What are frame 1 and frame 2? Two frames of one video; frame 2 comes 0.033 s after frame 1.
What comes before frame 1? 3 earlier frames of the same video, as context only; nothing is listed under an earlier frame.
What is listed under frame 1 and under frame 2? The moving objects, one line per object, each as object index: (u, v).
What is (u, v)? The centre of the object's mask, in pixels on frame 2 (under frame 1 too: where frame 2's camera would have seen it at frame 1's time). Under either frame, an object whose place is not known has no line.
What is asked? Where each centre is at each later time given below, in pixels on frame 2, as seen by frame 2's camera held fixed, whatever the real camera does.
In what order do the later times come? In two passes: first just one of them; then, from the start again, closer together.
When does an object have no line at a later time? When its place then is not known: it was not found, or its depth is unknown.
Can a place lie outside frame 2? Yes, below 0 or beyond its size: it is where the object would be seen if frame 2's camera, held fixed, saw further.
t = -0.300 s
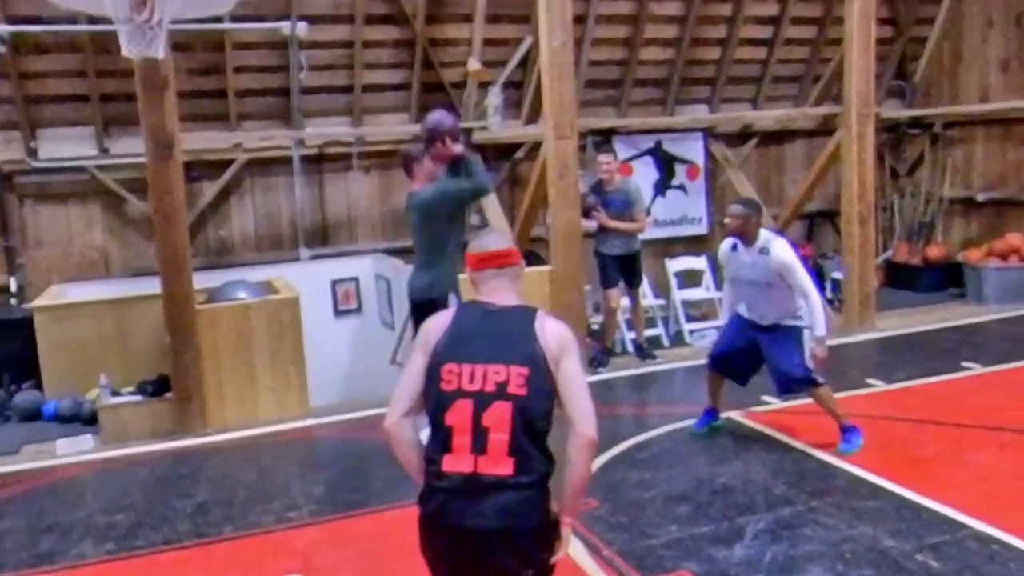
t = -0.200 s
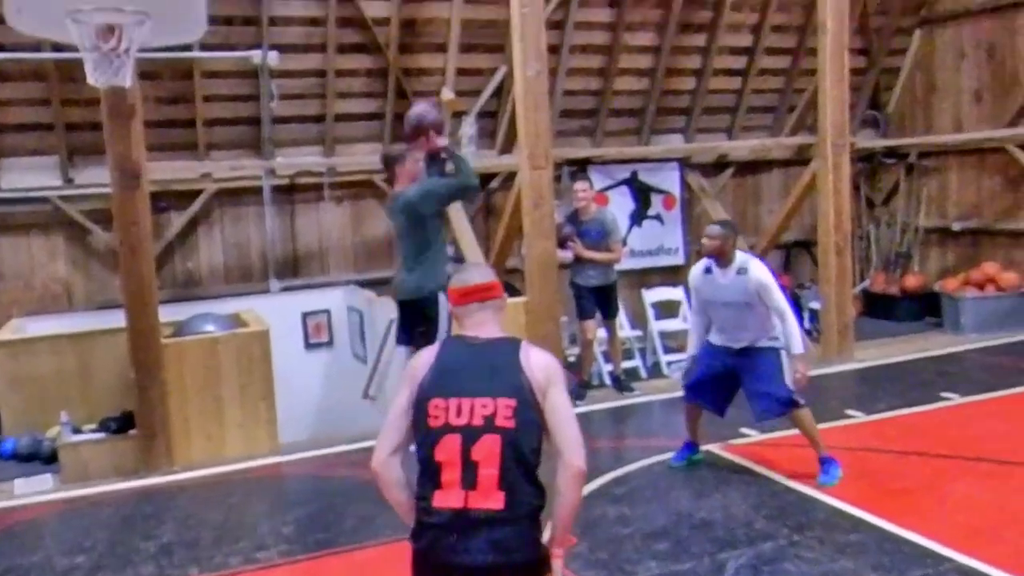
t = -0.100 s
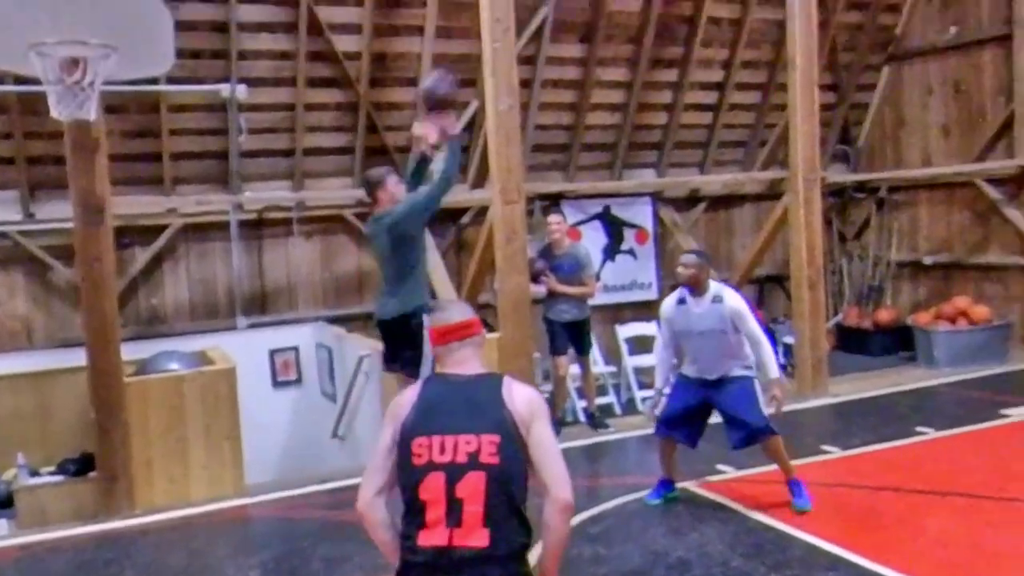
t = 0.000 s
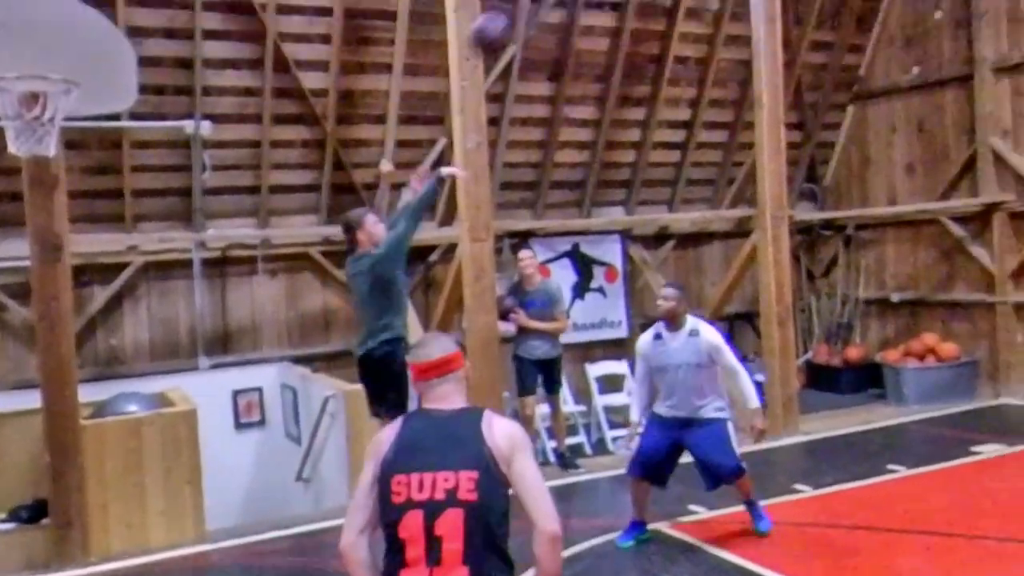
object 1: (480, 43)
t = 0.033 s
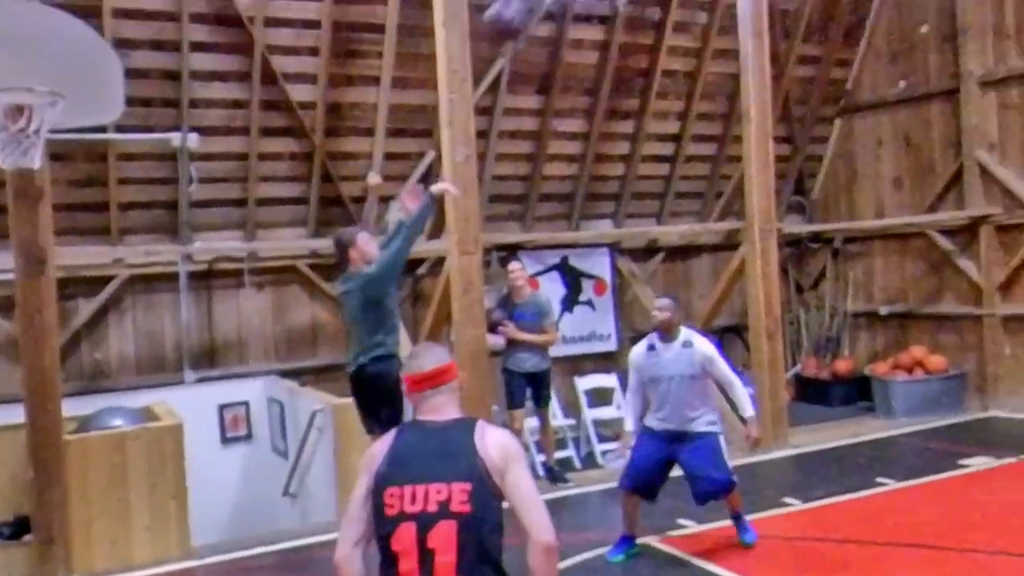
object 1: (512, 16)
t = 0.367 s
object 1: (770, -151)
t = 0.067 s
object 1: (541, 0)
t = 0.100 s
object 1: (562, -21)
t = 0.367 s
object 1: (770, -151)
